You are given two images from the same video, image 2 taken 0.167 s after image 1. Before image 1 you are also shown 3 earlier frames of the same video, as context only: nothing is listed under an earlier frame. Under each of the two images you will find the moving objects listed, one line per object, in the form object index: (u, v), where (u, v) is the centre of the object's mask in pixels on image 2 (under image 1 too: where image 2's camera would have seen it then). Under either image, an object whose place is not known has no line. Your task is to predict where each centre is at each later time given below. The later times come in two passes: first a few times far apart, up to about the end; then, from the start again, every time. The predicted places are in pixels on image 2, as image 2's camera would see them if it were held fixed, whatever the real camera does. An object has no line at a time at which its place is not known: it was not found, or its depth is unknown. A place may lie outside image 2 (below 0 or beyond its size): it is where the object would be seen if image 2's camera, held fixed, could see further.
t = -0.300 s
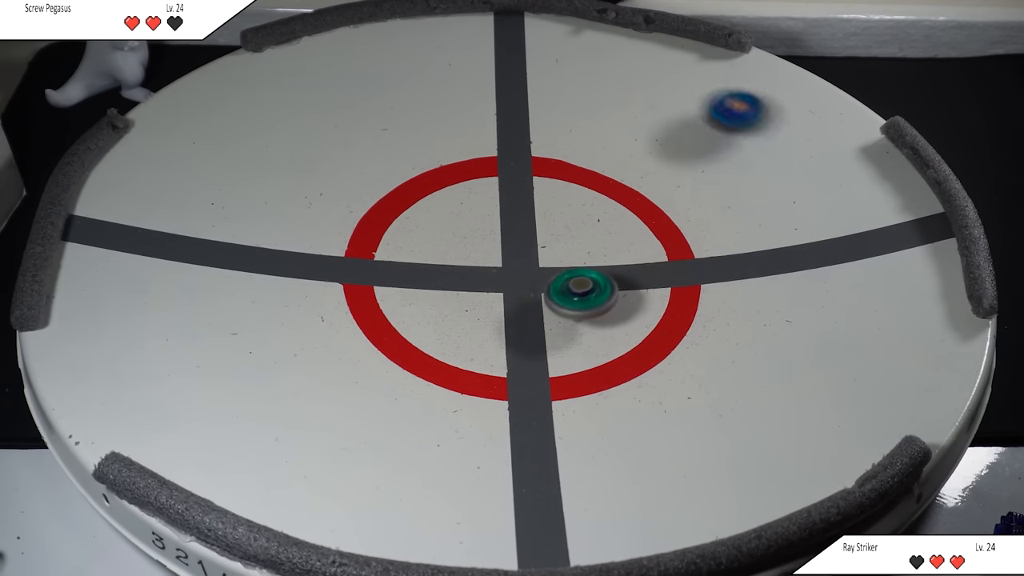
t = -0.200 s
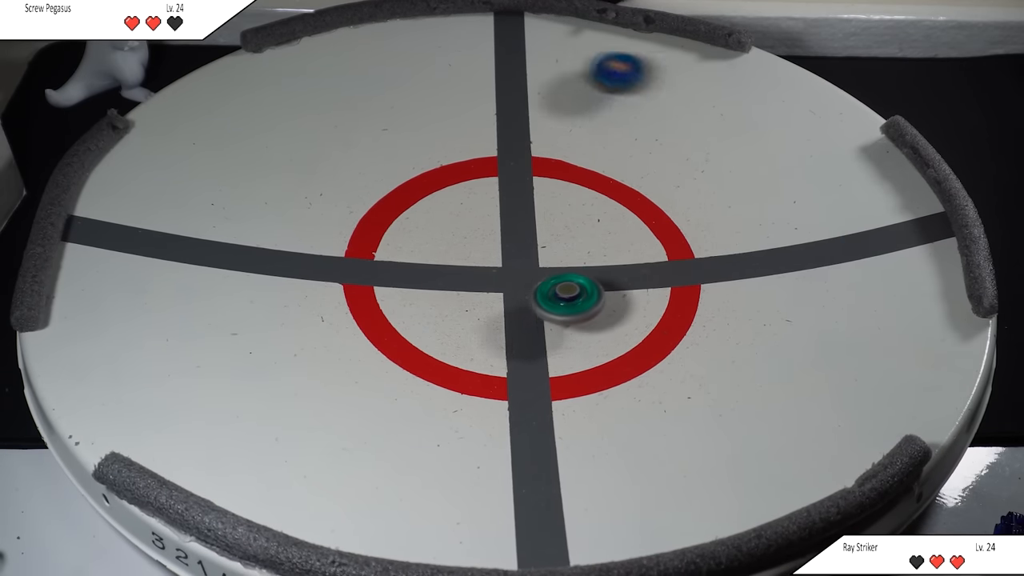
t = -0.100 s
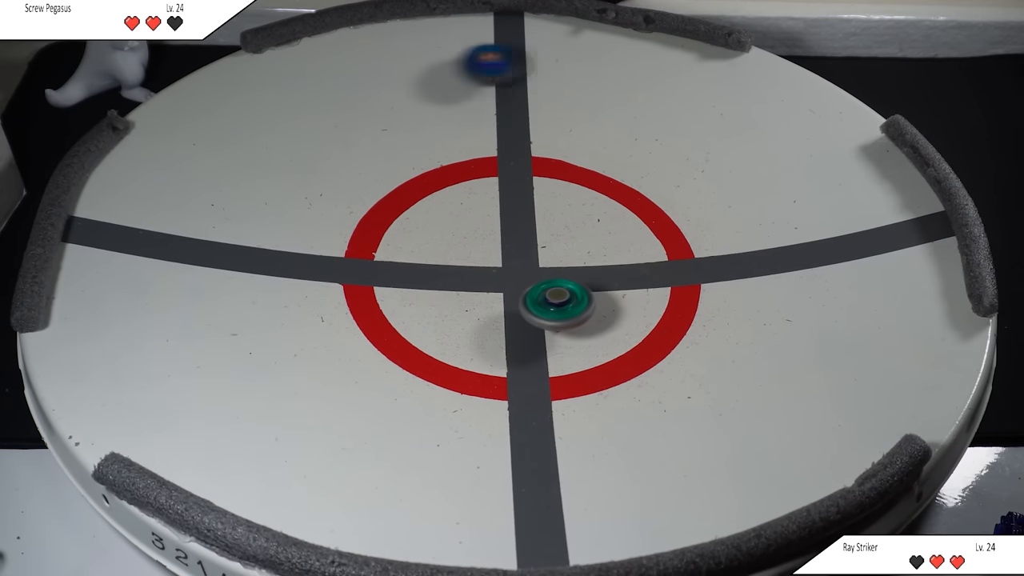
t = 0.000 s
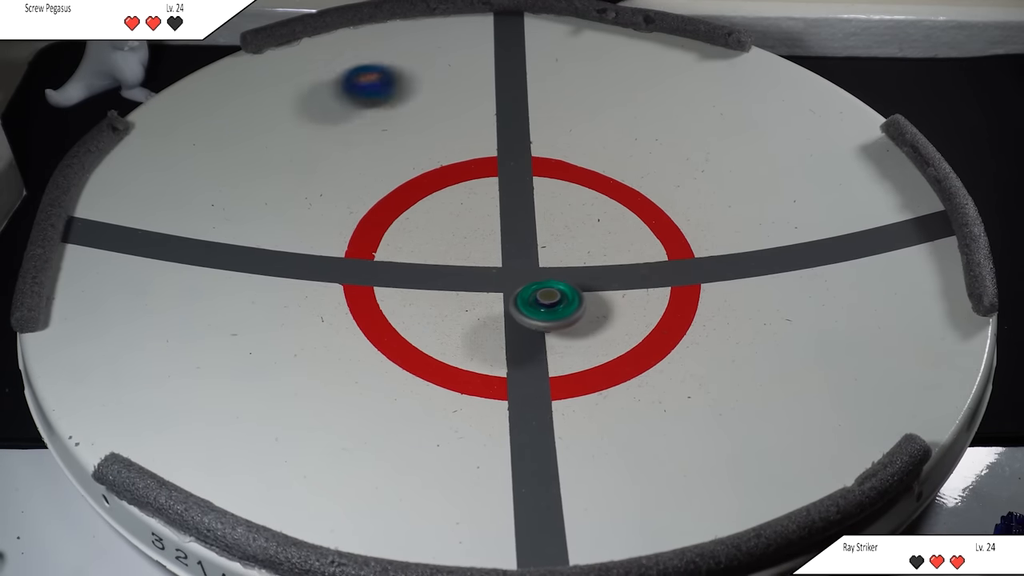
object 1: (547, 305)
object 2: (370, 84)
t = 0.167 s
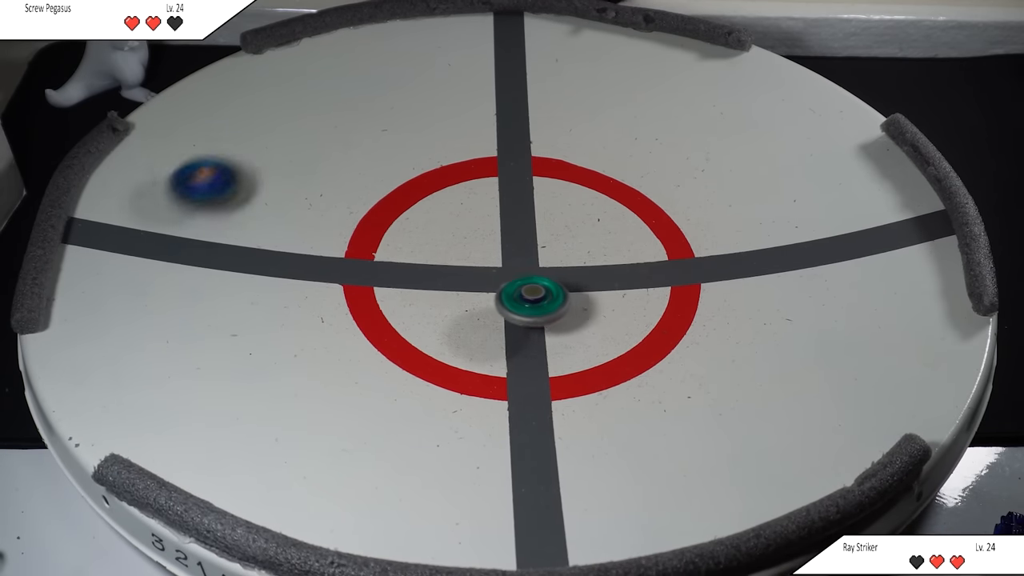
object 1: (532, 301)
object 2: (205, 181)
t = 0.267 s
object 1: (519, 297)
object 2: (168, 276)
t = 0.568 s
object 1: (475, 282)
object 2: (515, 468)
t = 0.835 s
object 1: (444, 268)
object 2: (774, 277)
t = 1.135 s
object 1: (417, 253)
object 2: (556, 90)
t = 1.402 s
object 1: (413, 240)
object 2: (279, 132)
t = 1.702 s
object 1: (414, 218)
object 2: (285, 363)
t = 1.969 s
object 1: (436, 207)
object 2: (654, 367)
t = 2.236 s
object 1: (468, 204)
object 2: (702, 172)
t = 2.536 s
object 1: (506, 206)
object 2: (436, 94)
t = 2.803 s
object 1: (542, 209)
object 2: (263, 235)
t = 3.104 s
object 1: (596, 207)
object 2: (536, 395)
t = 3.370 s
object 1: (606, 219)
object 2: (753, 253)
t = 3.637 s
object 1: (610, 236)
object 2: (594, 113)
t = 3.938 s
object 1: (599, 253)
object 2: (332, 184)
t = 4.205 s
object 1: (580, 270)
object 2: (394, 371)
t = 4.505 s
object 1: (548, 284)
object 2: (711, 341)
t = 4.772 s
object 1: (519, 290)
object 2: (682, 168)
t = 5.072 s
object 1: (482, 289)
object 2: (428, 142)
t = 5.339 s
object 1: (447, 286)
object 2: (304, 278)
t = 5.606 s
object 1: (442, 271)
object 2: (512, 390)
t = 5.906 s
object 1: (445, 251)
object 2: (678, 247)
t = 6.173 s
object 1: (447, 243)
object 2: (528, 138)
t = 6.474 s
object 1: (478, 226)
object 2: (317, 203)
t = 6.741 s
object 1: (503, 217)
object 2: (401, 345)
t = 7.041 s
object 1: (535, 210)
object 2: (647, 284)
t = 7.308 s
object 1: (561, 210)
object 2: (594, 163)
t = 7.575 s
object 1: (579, 224)
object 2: (419, 168)
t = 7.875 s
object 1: (589, 239)
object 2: (402, 299)
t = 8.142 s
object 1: (585, 258)
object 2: (612, 322)
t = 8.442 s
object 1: (363, 135)
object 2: (768, 219)
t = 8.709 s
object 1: (222, 139)
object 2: (624, 149)
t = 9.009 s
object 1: (172, 184)
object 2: (446, 242)
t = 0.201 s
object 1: (528, 300)
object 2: (185, 211)
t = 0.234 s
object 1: (523, 298)
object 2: (174, 243)
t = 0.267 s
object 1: (519, 297)
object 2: (168, 276)
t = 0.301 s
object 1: (514, 296)
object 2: (173, 310)
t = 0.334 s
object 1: (510, 295)
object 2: (189, 345)
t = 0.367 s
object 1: (506, 294)
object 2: (217, 378)
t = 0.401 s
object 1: (502, 293)
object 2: (253, 408)
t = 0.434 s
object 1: (496, 291)
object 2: (295, 431)
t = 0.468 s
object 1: (491, 290)
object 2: (343, 448)
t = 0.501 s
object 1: (486, 287)
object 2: (397, 460)
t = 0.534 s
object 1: (480, 285)
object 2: (454, 465)
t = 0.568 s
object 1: (475, 282)
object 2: (515, 468)
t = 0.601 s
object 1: (470, 280)
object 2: (571, 459)
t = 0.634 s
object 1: (466, 278)
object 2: (623, 444)
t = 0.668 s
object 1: (462, 277)
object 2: (671, 424)
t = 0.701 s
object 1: (458, 275)
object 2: (710, 399)
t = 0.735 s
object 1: (454, 273)
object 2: (738, 371)
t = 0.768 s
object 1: (450, 271)
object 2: (759, 340)
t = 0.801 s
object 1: (447, 269)
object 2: (771, 310)
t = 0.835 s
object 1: (444, 268)
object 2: (774, 277)
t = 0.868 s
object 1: (442, 267)
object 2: (770, 248)
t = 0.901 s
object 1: (439, 265)
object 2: (759, 219)
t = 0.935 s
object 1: (436, 263)
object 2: (742, 193)
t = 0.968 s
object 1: (433, 260)
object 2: (720, 169)
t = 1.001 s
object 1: (428, 257)
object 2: (693, 146)
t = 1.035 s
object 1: (425, 256)
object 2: (661, 126)
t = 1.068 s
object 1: (423, 255)
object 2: (629, 110)
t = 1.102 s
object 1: (419, 254)
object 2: (592, 98)
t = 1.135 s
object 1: (417, 253)
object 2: (556, 90)
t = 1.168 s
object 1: (415, 252)
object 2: (518, 85)
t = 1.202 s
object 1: (415, 250)
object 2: (485, 84)
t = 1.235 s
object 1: (414, 248)
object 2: (447, 84)
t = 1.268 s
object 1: (413, 247)
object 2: (411, 87)
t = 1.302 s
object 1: (414, 245)
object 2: (374, 93)
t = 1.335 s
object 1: (412, 244)
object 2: (340, 103)
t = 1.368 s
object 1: (412, 242)
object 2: (308, 116)
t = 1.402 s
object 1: (413, 240)
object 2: (279, 132)
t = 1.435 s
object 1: (413, 239)
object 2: (252, 152)
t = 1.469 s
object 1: (413, 236)
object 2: (230, 175)
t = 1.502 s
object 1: (410, 233)
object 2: (214, 200)
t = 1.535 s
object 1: (408, 229)
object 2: (207, 229)
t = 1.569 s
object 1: (408, 225)
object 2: (205, 257)
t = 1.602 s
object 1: (408, 222)
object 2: (212, 285)
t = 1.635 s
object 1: (410, 221)
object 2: (228, 314)
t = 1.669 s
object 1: (412, 219)
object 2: (252, 340)
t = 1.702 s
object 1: (414, 218)
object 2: (285, 363)
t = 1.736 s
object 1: (415, 216)
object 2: (325, 384)
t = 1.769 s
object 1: (417, 214)
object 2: (371, 402)
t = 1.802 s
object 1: (420, 212)
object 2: (422, 412)
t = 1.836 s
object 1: (422, 210)
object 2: (476, 417)
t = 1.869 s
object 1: (425, 208)
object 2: (527, 412)
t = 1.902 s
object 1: (429, 208)
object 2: (576, 402)
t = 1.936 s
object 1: (432, 207)
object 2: (618, 387)
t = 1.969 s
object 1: (436, 207)
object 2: (654, 367)
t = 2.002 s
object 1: (440, 206)
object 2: (686, 346)
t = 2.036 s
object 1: (444, 206)
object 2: (711, 321)
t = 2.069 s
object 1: (449, 205)
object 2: (727, 295)
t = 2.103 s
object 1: (453, 204)
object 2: (735, 268)
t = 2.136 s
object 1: (457, 204)
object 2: (735, 242)
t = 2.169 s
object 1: (460, 204)
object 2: (729, 217)
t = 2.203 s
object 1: (464, 204)
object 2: (717, 193)
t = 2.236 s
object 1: (468, 204)
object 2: (702, 172)
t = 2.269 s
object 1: (471, 204)
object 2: (682, 153)
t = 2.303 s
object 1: (475, 204)
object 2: (658, 134)
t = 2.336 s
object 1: (479, 205)
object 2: (630, 119)
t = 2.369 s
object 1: (483, 205)
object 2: (599, 106)
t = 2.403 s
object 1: (488, 205)
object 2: (566, 97)
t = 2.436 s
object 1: (493, 205)
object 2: (532, 91)
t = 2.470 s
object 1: (498, 205)
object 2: (500, 89)
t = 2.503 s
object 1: (501, 205)
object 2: (466, 90)
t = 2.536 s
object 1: (506, 206)
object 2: (436, 94)
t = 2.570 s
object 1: (511, 207)
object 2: (404, 101)
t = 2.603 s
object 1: (515, 207)
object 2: (373, 110)
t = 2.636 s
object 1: (520, 208)
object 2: (345, 124)
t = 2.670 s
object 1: (525, 208)
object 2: (319, 141)
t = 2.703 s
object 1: (529, 209)
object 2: (296, 160)
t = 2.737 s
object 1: (534, 209)
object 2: (278, 182)
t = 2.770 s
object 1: (537, 209)
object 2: (266, 207)
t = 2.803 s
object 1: (542, 209)
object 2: (263, 235)
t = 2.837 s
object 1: (546, 208)
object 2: (266, 263)
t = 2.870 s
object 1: (550, 209)
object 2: (277, 292)
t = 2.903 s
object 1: (557, 210)
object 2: (299, 318)
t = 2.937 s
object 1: (565, 210)
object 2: (329, 340)
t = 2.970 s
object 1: (573, 209)
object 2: (367, 360)
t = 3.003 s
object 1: (581, 209)
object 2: (407, 376)
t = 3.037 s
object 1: (588, 208)
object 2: (449, 388)
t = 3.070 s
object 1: (592, 207)
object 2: (496, 395)
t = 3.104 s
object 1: (596, 207)
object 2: (536, 395)
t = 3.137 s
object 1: (599, 208)
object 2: (578, 389)
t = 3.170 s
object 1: (601, 209)
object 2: (619, 380)
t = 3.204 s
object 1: (602, 210)
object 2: (658, 365)
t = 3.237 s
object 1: (603, 212)
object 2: (693, 348)
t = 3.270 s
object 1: (604, 214)
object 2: (719, 326)
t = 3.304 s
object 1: (604, 216)
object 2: (739, 302)
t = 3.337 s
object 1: (605, 218)
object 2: (750, 278)
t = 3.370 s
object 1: (606, 219)
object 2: (753, 253)
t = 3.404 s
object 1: (605, 220)
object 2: (751, 227)
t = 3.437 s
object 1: (606, 221)
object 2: (742, 203)
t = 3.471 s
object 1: (608, 223)
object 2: (726, 182)
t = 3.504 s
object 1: (611, 225)
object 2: (706, 163)
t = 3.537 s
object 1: (612, 228)
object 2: (684, 146)
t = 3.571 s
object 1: (612, 231)
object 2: (656, 132)
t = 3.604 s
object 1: (612, 233)
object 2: (627, 121)
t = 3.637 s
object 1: (610, 236)
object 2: (594, 113)
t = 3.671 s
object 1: (609, 238)
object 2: (561, 109)
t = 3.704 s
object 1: (608, 241)
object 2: (528, 108)
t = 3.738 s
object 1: (606, 243)
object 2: (499, 109)
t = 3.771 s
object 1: (605, 245)
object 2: (465, 113)
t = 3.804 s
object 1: (604, 246)
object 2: (434, 122)
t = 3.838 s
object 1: (603, 248)
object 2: (405, 134)
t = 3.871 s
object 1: (602, 249)
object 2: (378, 147)
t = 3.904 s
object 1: (601, 251)
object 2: (353, 164)
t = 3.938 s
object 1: (599, 253)
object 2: (332, 184)
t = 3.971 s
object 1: (597, 254)
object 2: (317, 206)
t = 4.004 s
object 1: (596, 256)
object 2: (308, 230)
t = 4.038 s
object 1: (593, 259)
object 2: (306, 255)
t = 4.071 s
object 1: (591, 261)
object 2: (309, 280)
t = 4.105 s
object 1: (589, 264)
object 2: (319, 306)
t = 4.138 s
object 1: (586, 266)
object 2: (338, 330)
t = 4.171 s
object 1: (583, 268)
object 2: (363, 351)
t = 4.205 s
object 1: (580, 270)
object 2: (394, 371)
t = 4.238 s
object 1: (577, 272)
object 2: (430, 389)
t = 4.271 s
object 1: (574, 274)
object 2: (471, 399)
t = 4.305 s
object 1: (571, 276)
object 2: (514, 407)
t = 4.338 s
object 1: (568, 277)
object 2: (549, 404)
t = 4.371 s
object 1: (564, 278)
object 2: (590, 397)
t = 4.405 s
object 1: (560, 279)
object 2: (624, 388)
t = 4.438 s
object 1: (556, 281)
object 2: (656, 376)
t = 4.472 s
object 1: (552, 282)
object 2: (687, 360)
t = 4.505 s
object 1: (548, 284)
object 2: (711, 341)
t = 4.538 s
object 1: (544, 285)
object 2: (730, 320)
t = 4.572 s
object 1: (540, 286)
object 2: (742, 297)
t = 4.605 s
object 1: (537, 287)
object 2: (748, 273)
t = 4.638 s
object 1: (533, 289)
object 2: (745, 247)
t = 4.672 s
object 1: (530, 290)
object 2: (737, 225)
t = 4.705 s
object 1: (527, 291)
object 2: (723, 205)
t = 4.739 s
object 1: (523, 290)
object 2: (705, 185)
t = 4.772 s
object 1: (519, 290)
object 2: (682, 168)
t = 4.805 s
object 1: (515, 291)
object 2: (657, 154)
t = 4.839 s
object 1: (512, 291)
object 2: (629, 143)
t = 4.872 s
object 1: (508, 290)
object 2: (600, 134)
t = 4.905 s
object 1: (505, 290)
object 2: (569, 128)
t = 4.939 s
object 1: (502, 289)
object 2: (540, 125)
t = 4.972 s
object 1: (500, 289)
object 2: (507, 125)
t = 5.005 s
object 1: (495, 289)
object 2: (481, 129)
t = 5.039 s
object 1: (489, 289)
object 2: (455, 135)
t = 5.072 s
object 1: (482, 289)
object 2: (428, 142)
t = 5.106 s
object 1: (474, 290)
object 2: (402, 151)
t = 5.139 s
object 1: (465, 291)
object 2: (376, 163)
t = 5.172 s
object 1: (459, 291)
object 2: (353, 177)
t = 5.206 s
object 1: (455, 291)
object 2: (334, 195)
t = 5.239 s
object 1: (451, 290)
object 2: (319, 215)
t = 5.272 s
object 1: (449, 289)
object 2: (308, 238)
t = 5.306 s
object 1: (448, 287)
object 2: (304, 256)
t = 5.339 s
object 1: (447, 286)
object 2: (304, 278)
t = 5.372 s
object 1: (447, 285)
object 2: (307, 299)
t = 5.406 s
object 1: (446, 284)
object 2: (318, 320)
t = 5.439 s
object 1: (444, 282)
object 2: (337, 340)
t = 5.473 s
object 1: (443, 279)
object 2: (363, 357)
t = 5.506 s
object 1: (442, 278)
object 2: (394, 372)
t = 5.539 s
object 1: (441, 275)
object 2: (430, 383)
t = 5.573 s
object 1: (441, 273)
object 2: (470, 389)
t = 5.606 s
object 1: (442, 271)
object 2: (512, 390)
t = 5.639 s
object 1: (441, 269)
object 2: (546, 385)
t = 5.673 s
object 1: (441, 266)
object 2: (584, 371)
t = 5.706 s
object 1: (442, 265)
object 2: (611, 359)
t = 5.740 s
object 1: (443, 263)
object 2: (632, 345)
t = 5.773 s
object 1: (444, 261)
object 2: (650, 328)
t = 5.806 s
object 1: (444, 258)
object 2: (665, 308)
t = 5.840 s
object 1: (444, 256)
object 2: (674, 288)
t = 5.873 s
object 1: (444, 253)
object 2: (679, 268)
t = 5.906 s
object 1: (445, 251)
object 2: (678, 247)
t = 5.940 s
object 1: (446, 249)
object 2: (674, 227)
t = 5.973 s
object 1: (446, 247)
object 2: (662, 210)
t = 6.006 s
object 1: (447, 244)
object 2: (648, 193)
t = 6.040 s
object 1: (448, 243)
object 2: (630, 178)
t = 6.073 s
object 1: (447, 243)
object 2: (610, 164)
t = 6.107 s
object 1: (446, 243)
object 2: (586, 152)
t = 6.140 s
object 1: (445, 243)
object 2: (561, 142)
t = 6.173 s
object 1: (447, 243)
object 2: (528, 138)
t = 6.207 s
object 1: (449, 243)
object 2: (499, 135)
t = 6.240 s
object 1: (453, 241)
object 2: (467, 135)
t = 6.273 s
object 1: (457, 239)
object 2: (442, 138)
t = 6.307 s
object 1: (461, 238)
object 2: (417, 144)
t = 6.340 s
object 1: (464, 235)
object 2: (393, 150)
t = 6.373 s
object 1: (468, 233)
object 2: (369, 159)
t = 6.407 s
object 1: (471, 230)
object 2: (349, 172)
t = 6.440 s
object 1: (474, 228)
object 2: (330, 186)
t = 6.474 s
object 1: (478, 226)
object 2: (317, 203)
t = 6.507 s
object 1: (481, 224)
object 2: (308, 221)
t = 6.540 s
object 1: (485, 223)
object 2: (305, 241)
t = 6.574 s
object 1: (488, 221)
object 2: (308, 261)
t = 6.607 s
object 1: (491, 220)
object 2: (317, 282)
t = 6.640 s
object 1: (494, 218)
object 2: (330, 301)
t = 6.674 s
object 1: (498, 218)
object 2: (348, 318)
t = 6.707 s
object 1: (501, 217)
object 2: (373, 332)
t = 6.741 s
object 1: (503, 217)
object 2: (401, 345)
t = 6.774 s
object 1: (506, 216)
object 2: (431, 353)
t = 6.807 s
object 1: (510, 216)
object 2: (463, 357)
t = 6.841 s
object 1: (514, 215)
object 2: (501, 358)
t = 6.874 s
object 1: (518, 214)
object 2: (533, 352)
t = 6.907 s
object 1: (520, 213)
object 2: (567, 343)
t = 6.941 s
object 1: (524, 212)
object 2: (595, 330)
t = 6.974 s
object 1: (528, 212)
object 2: (617, 318)
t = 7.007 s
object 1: (531, 211)
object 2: (633, 303)
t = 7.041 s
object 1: (535, 210)
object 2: (647, 284)
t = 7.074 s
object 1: (537, 210)
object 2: (656, 266)
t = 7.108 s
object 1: (540, 210)
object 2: (660, 247)
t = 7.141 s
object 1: (544, 210)
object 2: (659, 231)
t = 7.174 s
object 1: (547, 210)
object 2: (652, 215)
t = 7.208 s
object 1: (551, 210)
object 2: (643, 200)
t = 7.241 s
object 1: (556, 210)
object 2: (631, 187)
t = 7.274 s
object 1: (560, 210)
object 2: (614, 174)
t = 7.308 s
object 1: (561, 210)
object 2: (594, 163)
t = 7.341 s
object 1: (562, 212)
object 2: (574, 154)
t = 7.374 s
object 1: (565, 213)
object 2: (551, 148)
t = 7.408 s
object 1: (567, 215)
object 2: (525, 144)
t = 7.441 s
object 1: (569, 217)
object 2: (502, 143)
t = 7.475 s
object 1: (572, 218)
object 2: (478, 146)
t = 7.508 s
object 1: (575, 220)
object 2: (455, 152)
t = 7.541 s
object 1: (577, 222)
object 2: (437, 159)
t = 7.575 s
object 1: (579, 224)
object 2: (419, 168)
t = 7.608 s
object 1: (581, 225)
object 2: (403, 180)
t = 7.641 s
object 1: (583, 227)
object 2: (390, 193)
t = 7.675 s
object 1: (584, 229)
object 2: (380, 208)
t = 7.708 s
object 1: (586, 230)
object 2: (373, 225)
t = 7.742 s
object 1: (587, 232)
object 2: (371, 241)
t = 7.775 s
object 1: (587, 233)
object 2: (372, 258)
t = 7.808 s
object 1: (588, 235)
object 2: (379, 271)
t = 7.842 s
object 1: (589, 237)
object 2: (389, 285)
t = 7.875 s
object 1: (589, 239)
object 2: (402, 299)
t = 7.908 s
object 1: (589, 241)
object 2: (420, 313)
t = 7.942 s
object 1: (589, 243)
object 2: (444, 325)
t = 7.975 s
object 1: (588, 246)
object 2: (469, 335)
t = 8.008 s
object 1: (587, 248)
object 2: (499, 339)
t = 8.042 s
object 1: (586, 250)
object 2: (529, 342)
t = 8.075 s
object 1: (586, 253)
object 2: (561, 339)
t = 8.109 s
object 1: (585, 255)
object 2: (587, 331)
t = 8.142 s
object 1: (585, 258)
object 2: (612, 322)
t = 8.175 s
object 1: (585, 260)
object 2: (633, 309)
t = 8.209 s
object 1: (585, 262)
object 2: (647, 295)
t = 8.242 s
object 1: (557, 240)
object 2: (681, 284)
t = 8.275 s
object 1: (517, 222)
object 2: (717, 280)
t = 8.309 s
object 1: (486, 197)
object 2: (742, 272)
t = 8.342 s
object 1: (449, 176)
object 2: (758, 262)
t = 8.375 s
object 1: (420, 161)
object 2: (766, 249)
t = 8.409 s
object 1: (390, 147)
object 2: (768, 233)
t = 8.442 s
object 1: (363, 135)
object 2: (768, 219)
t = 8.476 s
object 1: (336, 130)
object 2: (762, 204)
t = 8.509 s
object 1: (313, 125)
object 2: (751, 190)
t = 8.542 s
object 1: (292, 125)
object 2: (737, 177)
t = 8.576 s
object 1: (275, 127)
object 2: (718, 166)
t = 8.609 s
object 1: (261, 130)
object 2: (697, 158)
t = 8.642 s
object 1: (247, 133)
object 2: (673, 153)
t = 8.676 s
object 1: (234, 135)
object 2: (650, 150)
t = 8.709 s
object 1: (222, 139)
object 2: (624, 149)
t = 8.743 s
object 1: (211, 144)
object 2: (598, 152)
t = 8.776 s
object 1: (199, 148)
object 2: (573, 158)
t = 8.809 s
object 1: (190, 153)
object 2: (548, 165)
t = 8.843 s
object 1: (182, 158)
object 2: (527, 173)
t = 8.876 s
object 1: (175, 163)
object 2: (506, 184)
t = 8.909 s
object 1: (173, 168)
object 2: (494, 197)
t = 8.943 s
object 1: (172, 173)
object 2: (473, 211)
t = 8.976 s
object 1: (171, 178)
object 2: (459, 227)
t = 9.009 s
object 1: (172, 184)
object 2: (446, 242)
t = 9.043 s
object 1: (174, 190)
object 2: (436, 261)
